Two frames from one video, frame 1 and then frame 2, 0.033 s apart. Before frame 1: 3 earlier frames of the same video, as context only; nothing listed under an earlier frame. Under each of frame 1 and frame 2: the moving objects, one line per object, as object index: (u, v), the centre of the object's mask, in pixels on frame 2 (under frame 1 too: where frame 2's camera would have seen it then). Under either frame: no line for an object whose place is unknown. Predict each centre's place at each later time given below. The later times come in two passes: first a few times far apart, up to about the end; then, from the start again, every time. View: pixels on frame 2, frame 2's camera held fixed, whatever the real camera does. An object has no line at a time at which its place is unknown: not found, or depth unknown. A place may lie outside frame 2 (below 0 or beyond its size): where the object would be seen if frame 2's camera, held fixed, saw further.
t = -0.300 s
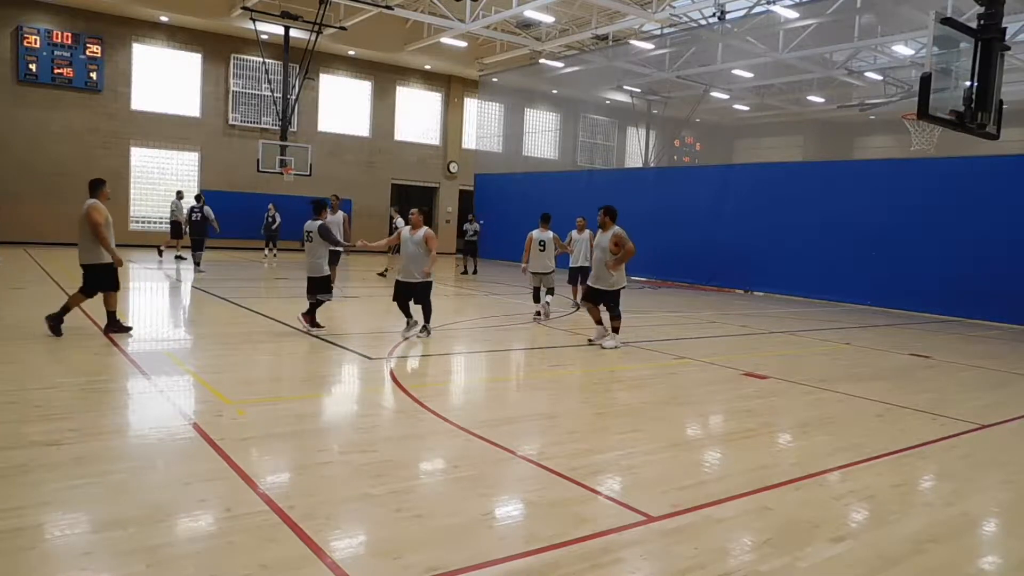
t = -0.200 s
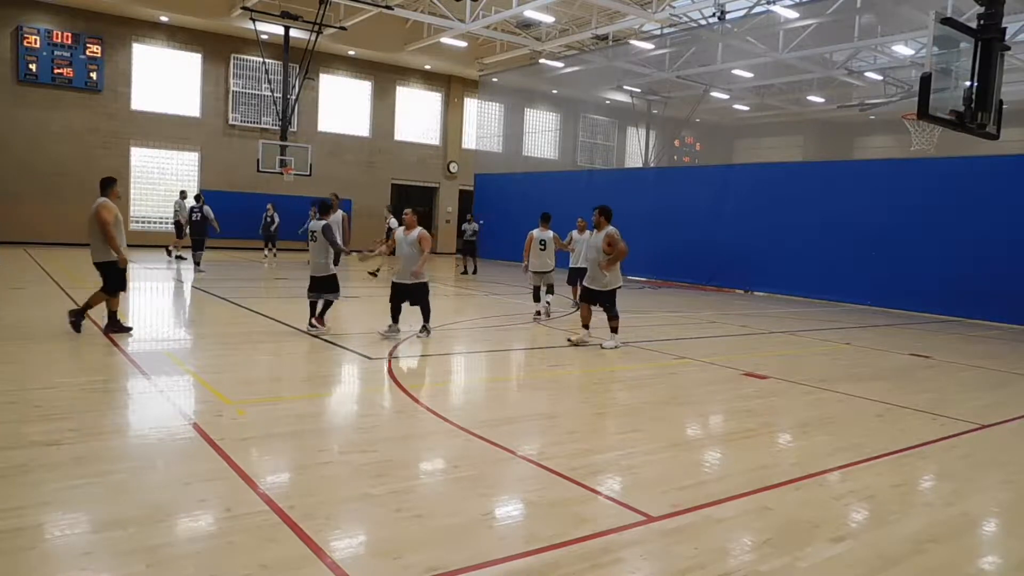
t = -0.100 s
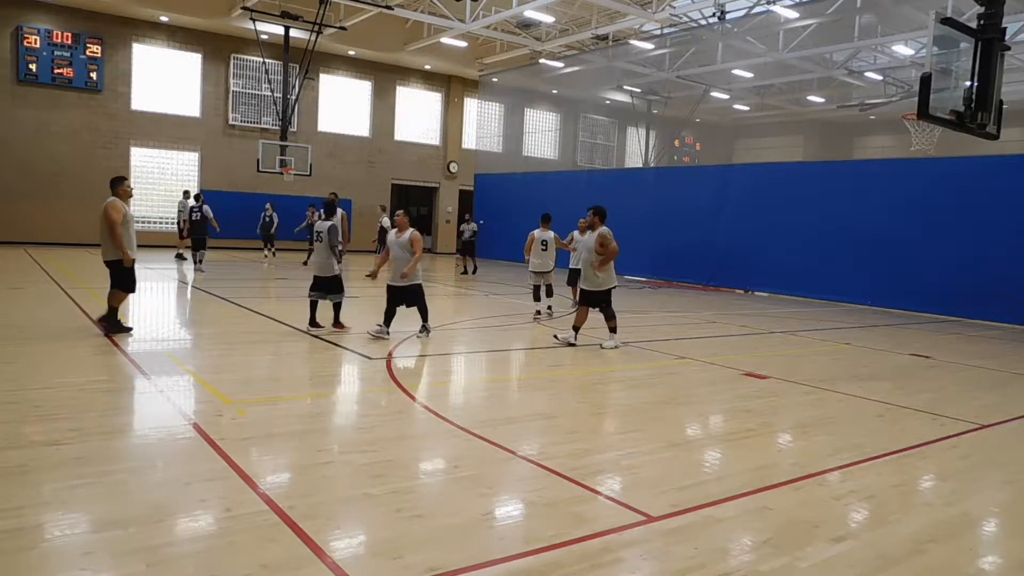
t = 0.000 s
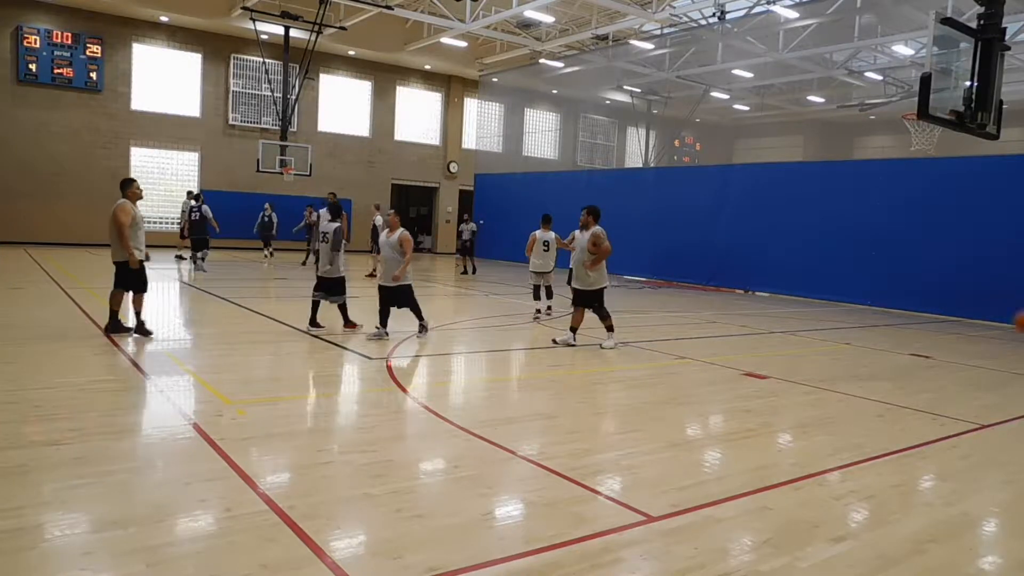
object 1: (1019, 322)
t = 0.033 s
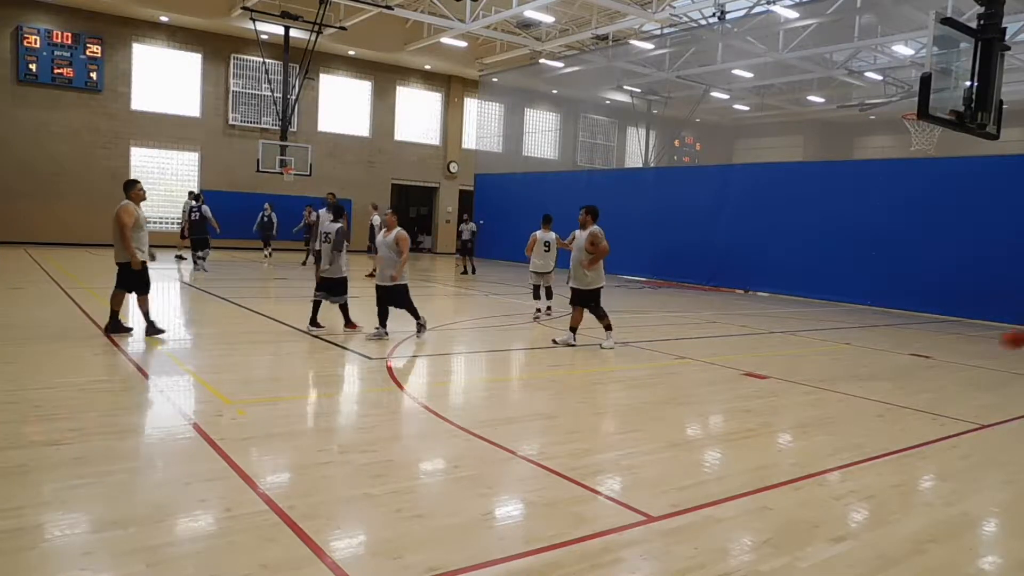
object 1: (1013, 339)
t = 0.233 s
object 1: (986, 328)
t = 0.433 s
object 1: (986, 272)
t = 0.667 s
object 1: (980, 250)
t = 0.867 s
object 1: (971, 267)
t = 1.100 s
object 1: (957, 329)
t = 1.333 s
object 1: (946, 334)
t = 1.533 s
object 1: (940, 300)
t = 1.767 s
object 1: (930, 300)
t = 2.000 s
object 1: (914, 342)
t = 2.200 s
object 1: (907, 332)
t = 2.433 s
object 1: (900, 315)
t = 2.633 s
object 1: (891, 333)
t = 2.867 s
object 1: (883, 335)
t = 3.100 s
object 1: (877, 328)
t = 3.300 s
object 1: (869, 350)
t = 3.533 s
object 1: (864, 332)
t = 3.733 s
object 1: (857, 346)
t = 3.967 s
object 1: (852, 335)
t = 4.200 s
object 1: (845, 339)
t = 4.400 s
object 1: (840, 340)
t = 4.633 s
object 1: (835, 338)
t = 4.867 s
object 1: (830, 338)
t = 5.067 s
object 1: (826, 338)
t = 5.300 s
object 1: (821, 338)
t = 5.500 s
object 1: (817, 337)
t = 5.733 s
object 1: (812, 337)
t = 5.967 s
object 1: (808, 336)
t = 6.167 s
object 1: (805, 335)
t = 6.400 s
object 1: (801, 334)
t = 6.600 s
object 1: (798, 333)
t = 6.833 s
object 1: (794, 332)
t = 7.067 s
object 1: (791, 332)
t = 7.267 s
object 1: (788, 331)
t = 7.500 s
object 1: (785, 330)
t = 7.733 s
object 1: (783, 330)
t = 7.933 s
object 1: (781, 329)
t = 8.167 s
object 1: (779, 328)
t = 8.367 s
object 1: (778, 328)
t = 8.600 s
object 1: (777, 328)
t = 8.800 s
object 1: (776, 327)
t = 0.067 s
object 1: (1002, 355)
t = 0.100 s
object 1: (990, 372)
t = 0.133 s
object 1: (985, 371)
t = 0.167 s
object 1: (986, 356)
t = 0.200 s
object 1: (986, 342)
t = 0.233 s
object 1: (986, 328)
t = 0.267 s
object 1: (986, 316)
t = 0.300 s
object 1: (986, 306)
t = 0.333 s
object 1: (987, 296)
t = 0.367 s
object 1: (987, 287)
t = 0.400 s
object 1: (986, 279)
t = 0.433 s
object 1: (986, 272)
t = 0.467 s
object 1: (985, 266)
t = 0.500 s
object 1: (985, 260)
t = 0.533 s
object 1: (984, 256)
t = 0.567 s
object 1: (983, 254)
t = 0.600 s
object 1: (982, 251)
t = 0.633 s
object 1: (981, 250)
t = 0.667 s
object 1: (980, 250)
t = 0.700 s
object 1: (979, 250)
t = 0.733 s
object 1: (978, 252)
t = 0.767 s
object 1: (976, 254)
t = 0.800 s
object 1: (974, 258)
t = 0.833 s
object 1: (973, 262)
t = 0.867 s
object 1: (971, 267)
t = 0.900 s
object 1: (969, 273)
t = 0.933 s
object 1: (967, 280)
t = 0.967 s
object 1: (965, 288)
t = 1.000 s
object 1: (964, 296)
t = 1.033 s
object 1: (961, 305)
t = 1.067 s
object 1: (959, 316)
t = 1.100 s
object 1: (957, 329)
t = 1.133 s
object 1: (955, 340)
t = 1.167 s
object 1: (952, 352)
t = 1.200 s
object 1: (949, 366)
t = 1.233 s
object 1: (948, 363)
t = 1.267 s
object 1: (948, 352)
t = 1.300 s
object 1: (947, 343)
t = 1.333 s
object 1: (946, 334)
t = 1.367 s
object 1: (946, 325)
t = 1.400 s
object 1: (945, 318)
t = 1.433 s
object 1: (944, 312)
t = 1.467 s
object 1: (943, 306)
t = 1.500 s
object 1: (942, 303)
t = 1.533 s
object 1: (940, 300)
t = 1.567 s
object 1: (939, 297)
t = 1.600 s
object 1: (938, 296)
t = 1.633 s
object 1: (936, 296)
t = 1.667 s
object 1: (935, 296)
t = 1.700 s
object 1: (933, 297)
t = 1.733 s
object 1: (931, 298)
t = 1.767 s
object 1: (930, 300)
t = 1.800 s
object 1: (928, 303)
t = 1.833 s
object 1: (925, 308)
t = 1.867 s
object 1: (923, 313)
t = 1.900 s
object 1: (921, 319)
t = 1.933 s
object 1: (918, 328)
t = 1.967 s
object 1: (916, 334)
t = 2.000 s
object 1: (914, 342)
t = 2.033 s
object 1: (911, 352)
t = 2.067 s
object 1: (909, 360)
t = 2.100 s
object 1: (908, 352)
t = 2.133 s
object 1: (908, 345)
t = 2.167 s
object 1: (907, 338)
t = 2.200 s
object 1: (907, 332)
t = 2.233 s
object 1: (906, 328)
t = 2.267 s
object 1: (905, 324)
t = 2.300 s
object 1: (904, 320)
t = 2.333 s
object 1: (903, 317)
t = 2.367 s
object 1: (902, 315)
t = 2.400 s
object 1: (901, 315)
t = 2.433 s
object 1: (900, 315)
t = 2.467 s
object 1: (899, 316)
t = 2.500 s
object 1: (898, 318)
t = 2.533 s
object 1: (896, 321)
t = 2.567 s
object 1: (894, 324)
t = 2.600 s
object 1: (893, 328)
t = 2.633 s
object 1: (891, 333)
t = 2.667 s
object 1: (890, 339)
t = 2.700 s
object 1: (887, 345)
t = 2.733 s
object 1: (886, 353)
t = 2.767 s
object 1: (885, 351)
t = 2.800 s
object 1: (884, 345)
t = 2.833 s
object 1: (884, 340)
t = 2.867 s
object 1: (883, 335)
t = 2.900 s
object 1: (882, 331)
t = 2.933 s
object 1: (882, 329)
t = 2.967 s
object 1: (881, 327)
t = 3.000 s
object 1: (880, 327)
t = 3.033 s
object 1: (879, 326)
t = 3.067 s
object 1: (878, 327)
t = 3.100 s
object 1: (877, 328)
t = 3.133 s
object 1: (876, 330)
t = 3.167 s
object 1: (874, 332)
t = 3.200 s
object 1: (873, 336)
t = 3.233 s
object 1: (872, 341)
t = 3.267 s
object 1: (870, 346)
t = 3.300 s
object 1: (869, 350)
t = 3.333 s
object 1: (869, 346)
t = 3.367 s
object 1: (868, 341)
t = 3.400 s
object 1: (867, 338)
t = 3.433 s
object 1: (867, 335)
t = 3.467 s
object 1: (866, 333)
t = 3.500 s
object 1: (865, 333)
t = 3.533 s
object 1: (864, 332)
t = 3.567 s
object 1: (863, 332)
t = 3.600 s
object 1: (862, 333)
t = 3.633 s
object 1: (861, 335)
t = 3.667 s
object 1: (860, 338)
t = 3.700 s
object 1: (858, 342)
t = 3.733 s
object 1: (857, 346)
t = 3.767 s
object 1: (856, 345)
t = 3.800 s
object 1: (855, 342)
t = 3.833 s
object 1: (855, 339)
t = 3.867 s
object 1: (854, 336)
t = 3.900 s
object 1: (853, 336)
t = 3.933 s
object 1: (853, 335)
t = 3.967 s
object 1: (852, 335)
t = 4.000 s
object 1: (851, 336)
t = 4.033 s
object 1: (850, 336)
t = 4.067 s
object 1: (849, 339)
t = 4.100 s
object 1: (848, 342)
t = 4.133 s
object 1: (846, 345)
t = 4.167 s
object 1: (846, 341)
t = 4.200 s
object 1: (845, 339)
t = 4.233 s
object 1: (845, 337)
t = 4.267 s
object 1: (844, 337)
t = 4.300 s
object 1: (843, 337)
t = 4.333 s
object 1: (842, 337)
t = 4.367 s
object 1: (841, 338)
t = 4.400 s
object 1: (840, 340)
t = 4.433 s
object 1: (839, 343)
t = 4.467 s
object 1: (838, 341)
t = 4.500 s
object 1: (838, 339)
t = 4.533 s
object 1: (837, 338)
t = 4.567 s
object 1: (837, 338)
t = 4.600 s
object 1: (836, 338)
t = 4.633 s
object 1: (835, 338)
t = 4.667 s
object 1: (834, 340)
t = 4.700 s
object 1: (833, 342)
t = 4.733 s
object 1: (833, 340)
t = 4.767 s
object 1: (832, 339)
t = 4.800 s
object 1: (832, 338)
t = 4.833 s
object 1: (831, 338)
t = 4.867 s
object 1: (830, 338)
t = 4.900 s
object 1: (829, 339)
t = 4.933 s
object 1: (828, 341)
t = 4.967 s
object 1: (828, 339)
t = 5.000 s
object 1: (827, 338)
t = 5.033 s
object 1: (826, 338)
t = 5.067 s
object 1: (826, 338)
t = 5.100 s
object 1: (825, 339)
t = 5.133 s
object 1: (824, 339)
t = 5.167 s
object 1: (824, 338)
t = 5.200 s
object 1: (823, 338)
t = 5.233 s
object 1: (822, 338)
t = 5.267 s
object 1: (822, 338)
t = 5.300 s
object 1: (821, 338)
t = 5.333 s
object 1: (820, 338)
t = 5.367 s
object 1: (820, 338)
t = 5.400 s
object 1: (819, 338)
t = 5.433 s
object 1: (818, 338)
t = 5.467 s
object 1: (817, 338)
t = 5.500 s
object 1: (817, 337)
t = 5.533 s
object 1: (816, 338)
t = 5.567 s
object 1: (816, 337)
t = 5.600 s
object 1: (815, 337)
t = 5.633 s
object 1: (814, 337)
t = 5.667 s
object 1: (814, 337)
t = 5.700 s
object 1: (813, 337)
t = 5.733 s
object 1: (812, 337)
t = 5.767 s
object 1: (812, 337)
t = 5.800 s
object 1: (811, 337)
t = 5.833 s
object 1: (811, 336)
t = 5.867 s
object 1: (810, 336)
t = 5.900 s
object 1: (809, 336)
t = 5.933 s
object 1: (809, 336)
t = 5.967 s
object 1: (808, 336)
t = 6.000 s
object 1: (808, 336)
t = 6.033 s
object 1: (807, 335)
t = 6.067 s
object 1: (806, 335)
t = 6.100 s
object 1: (806, 335)
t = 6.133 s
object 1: (805, 335)
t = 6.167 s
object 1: (805, 335)
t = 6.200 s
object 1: (804, 335)
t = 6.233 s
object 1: (803, 335)
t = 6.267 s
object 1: (803, 335)
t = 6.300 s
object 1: (802, 334)
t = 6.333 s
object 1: (802, 334)
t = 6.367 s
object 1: (801, 334)
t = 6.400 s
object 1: (801, 334)
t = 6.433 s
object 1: (800, 334)
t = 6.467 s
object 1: (800, 334)
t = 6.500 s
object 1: (799, 334)
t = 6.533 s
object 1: (799, 334)
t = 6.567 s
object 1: (798, 333)
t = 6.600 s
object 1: (798, 333)
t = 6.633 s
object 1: (797, 333)
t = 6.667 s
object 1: (797, 333)
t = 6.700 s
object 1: (796, 333)
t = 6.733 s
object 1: (796, 333)
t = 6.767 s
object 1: (795, 333)
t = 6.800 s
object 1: (795, 333)
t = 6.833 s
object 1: (794, 332)
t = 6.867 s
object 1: (794, 332)
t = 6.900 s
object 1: (793, 332)
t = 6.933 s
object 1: (793, 332)
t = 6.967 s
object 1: (792, 332)
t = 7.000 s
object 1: (792, 332)
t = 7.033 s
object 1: (791, 332)
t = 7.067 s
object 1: (791, 332)
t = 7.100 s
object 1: (790, 332)
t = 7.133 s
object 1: (790, 332)
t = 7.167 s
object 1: (789, 331)
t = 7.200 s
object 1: (789, 331)
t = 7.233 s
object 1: (789, 331)
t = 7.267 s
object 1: (788, 331)
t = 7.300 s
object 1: (788, 331)
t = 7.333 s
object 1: (787, 331)
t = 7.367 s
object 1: (787, 331)
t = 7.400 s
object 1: (786, 331)
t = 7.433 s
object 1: (786, 331)
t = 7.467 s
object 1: (785, 331)
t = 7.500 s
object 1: (785, 330)
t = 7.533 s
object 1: (785, 330)
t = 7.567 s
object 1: (784, 330)
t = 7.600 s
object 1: (784, 330)
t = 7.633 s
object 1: (784, 330)
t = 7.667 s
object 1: (783, 330)
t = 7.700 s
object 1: (783, 330)
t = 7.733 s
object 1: (783, 330)
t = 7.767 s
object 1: (783, 329)
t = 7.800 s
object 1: (782, 329)
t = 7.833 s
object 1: (782, 329)
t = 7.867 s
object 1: (782, 329)
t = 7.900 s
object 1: (781, 329)
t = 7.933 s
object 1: (781, 329)
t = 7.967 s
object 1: (781, 329)
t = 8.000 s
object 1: (781, 329)
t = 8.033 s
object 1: (780, 329)
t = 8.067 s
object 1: (780, 329)
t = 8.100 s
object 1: (780, 329)
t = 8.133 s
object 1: (780, 329)
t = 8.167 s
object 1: (779, 328)
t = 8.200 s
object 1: (779, 329)
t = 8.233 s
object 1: (779, 328)
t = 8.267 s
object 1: (779, 328)
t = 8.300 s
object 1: (779, 328)
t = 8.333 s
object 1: (778, 328)
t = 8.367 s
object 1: (778, 328)
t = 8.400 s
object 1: (778, 328)
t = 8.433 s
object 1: (778, 328)
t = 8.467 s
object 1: (778, 328)
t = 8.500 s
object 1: (778, 328)
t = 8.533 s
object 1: (777, 328)
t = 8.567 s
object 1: (777, 328)
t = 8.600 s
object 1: (777, 328)
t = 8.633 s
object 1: (777, 328)
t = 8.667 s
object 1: (776, 328)
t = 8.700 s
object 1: (776, 327)
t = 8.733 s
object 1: (776, 327)
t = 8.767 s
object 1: (776, 327)
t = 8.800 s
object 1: (776, 327)
